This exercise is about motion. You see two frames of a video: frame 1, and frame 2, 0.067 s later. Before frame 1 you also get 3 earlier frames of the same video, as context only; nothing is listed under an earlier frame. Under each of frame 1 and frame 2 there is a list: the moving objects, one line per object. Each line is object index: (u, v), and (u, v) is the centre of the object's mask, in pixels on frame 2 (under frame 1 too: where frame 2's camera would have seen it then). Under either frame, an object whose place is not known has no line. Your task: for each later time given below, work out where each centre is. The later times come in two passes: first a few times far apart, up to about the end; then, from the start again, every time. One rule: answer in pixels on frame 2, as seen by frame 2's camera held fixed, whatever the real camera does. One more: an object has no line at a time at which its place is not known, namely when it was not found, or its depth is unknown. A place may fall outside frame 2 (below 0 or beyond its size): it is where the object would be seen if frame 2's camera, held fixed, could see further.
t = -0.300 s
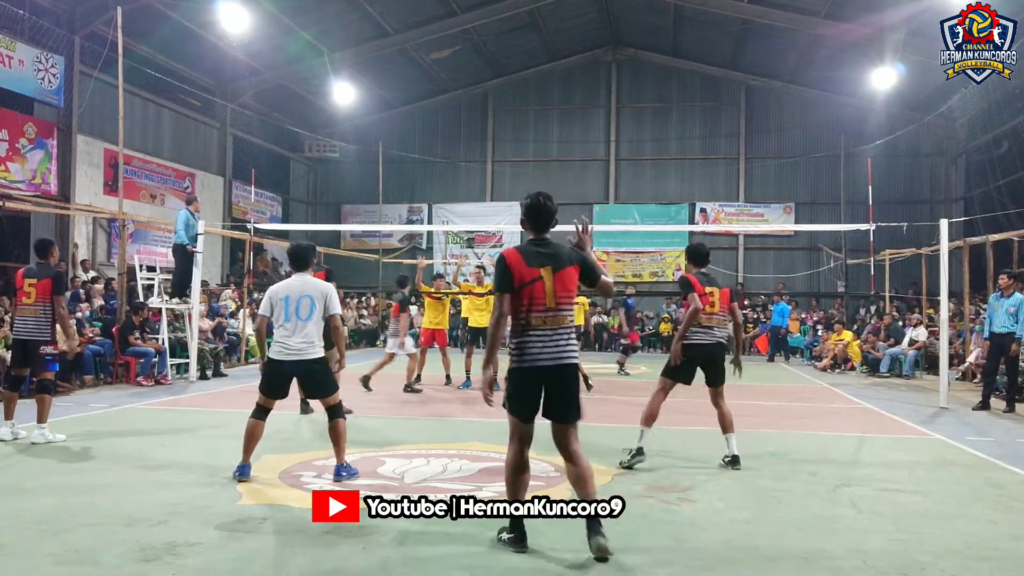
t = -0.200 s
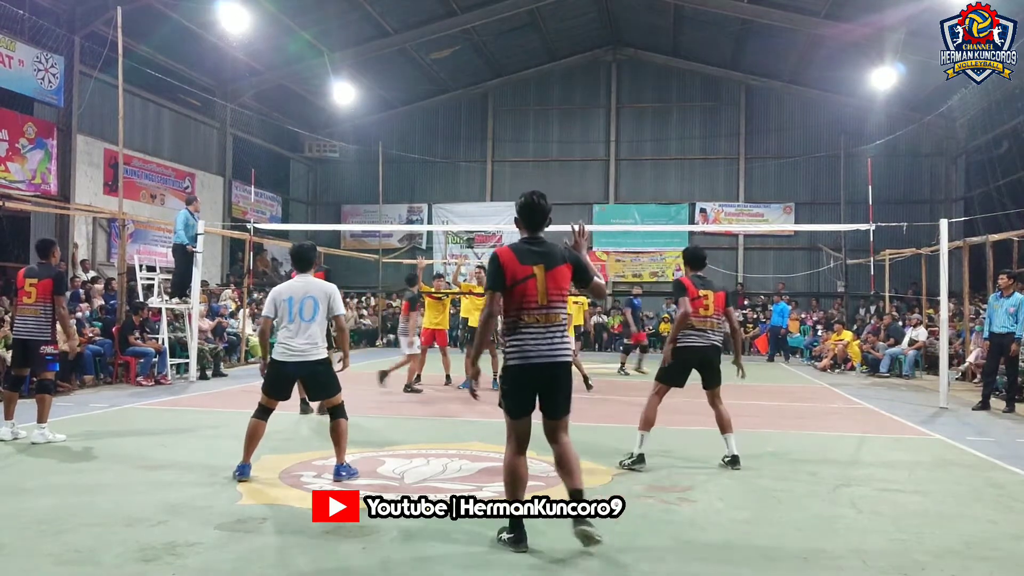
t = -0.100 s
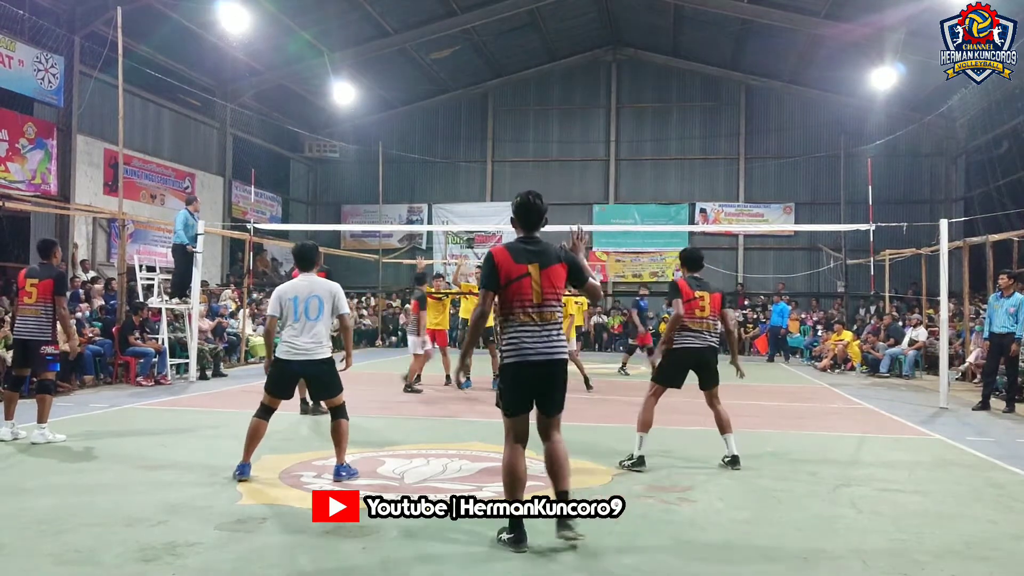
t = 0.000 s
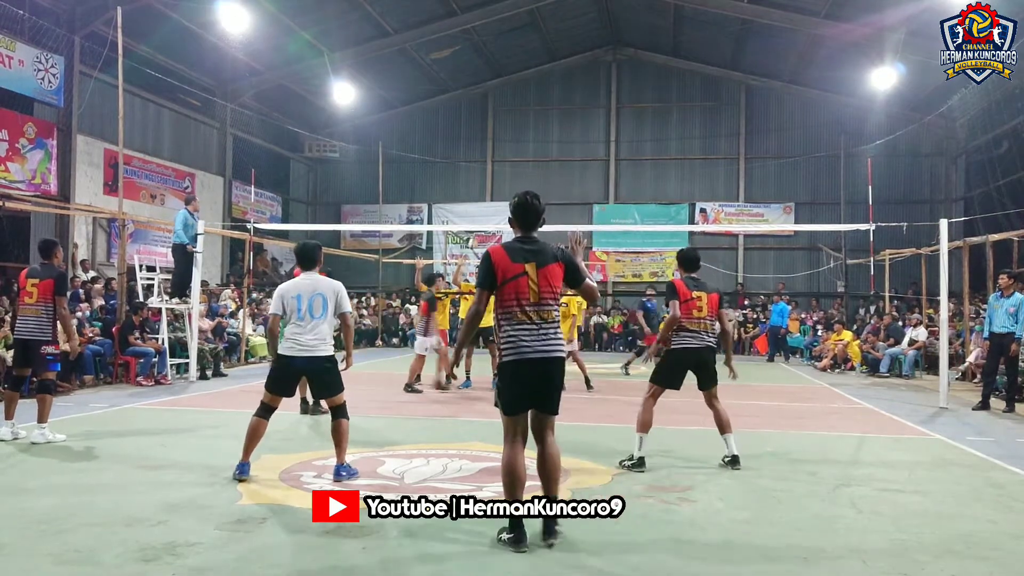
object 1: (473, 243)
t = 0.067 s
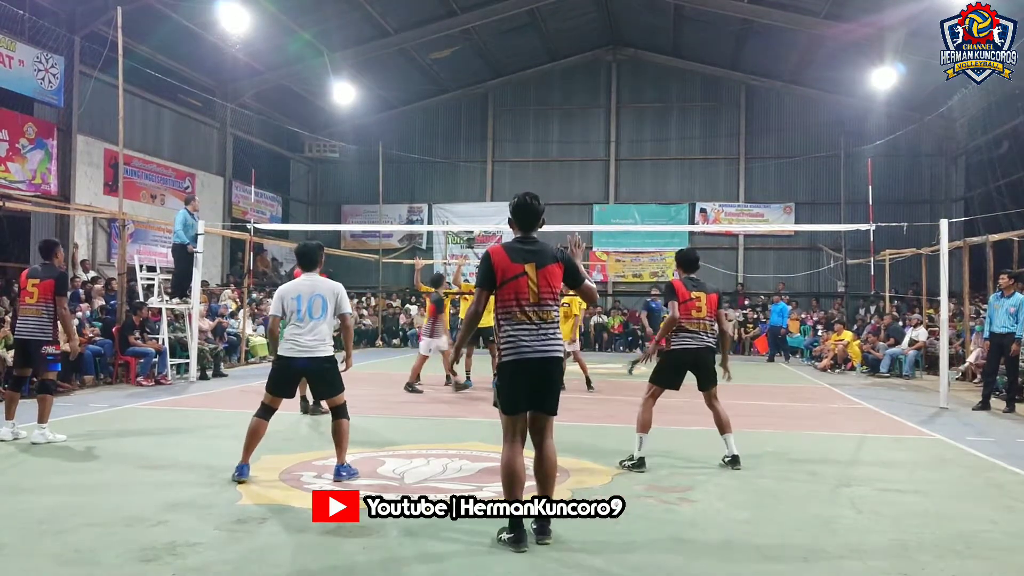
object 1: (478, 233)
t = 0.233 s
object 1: (498, 201)
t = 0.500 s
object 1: (540, 172)
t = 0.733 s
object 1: (597, 185)
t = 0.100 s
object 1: (480, 223)
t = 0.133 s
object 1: (485, 219)
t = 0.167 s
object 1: (489, 213)
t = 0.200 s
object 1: (493, 207)
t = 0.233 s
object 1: (498, 201)
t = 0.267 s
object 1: (502, 197)
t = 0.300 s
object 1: (507, 193)
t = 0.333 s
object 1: (511, 188)
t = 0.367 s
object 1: (517, 184)
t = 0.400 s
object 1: (522, 180)
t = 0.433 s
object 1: (527, 177)
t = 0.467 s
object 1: (534, 174)
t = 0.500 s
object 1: (540, 172)
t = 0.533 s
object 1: (547, 170)
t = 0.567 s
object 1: (554, 170)
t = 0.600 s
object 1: (562, 171)
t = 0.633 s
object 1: (570, 173)
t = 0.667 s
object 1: (579, 176)
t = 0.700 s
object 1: (588, 179)
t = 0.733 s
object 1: (597, 185)
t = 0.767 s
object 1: (608, 192)
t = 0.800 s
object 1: (619, 200)
